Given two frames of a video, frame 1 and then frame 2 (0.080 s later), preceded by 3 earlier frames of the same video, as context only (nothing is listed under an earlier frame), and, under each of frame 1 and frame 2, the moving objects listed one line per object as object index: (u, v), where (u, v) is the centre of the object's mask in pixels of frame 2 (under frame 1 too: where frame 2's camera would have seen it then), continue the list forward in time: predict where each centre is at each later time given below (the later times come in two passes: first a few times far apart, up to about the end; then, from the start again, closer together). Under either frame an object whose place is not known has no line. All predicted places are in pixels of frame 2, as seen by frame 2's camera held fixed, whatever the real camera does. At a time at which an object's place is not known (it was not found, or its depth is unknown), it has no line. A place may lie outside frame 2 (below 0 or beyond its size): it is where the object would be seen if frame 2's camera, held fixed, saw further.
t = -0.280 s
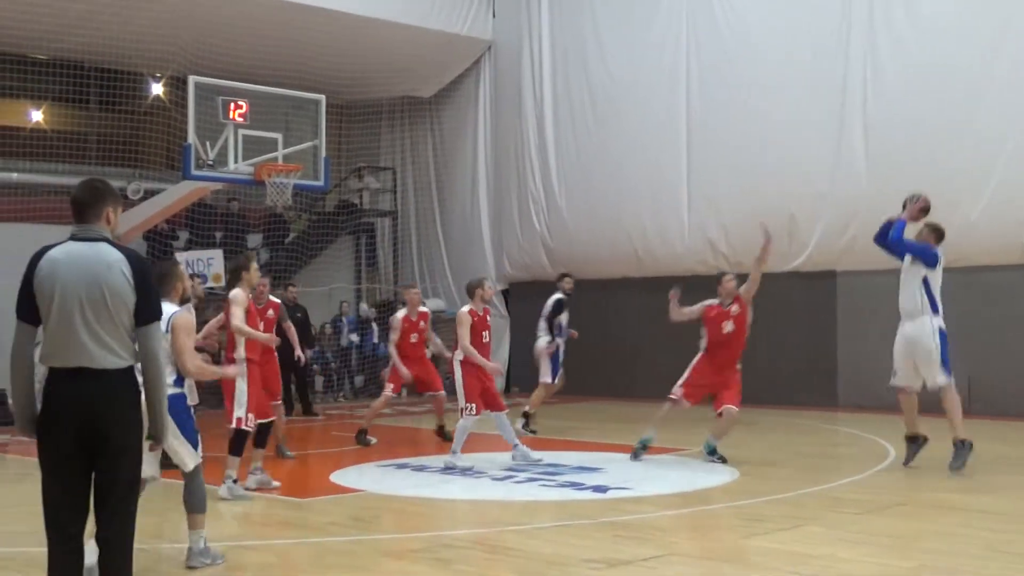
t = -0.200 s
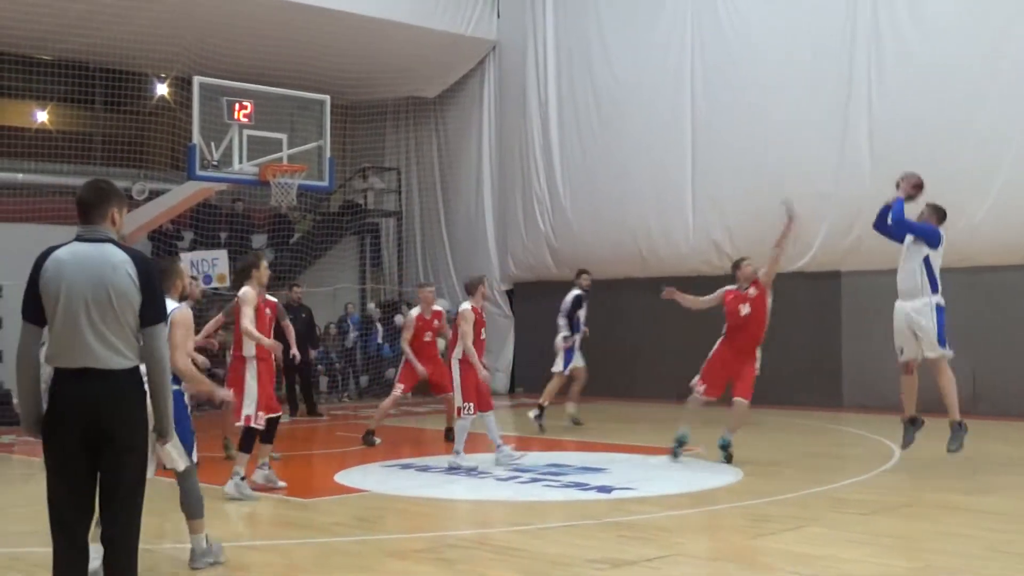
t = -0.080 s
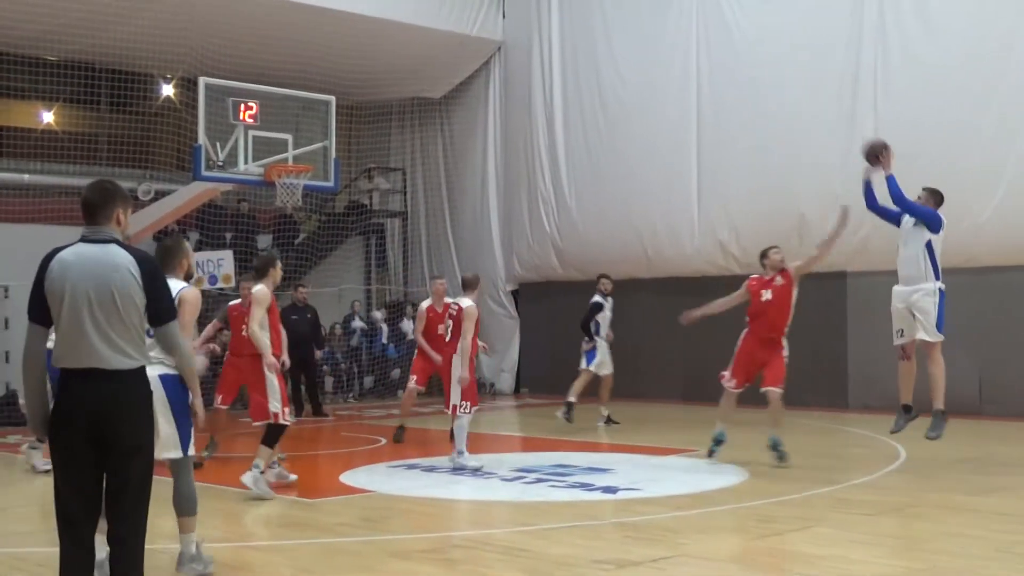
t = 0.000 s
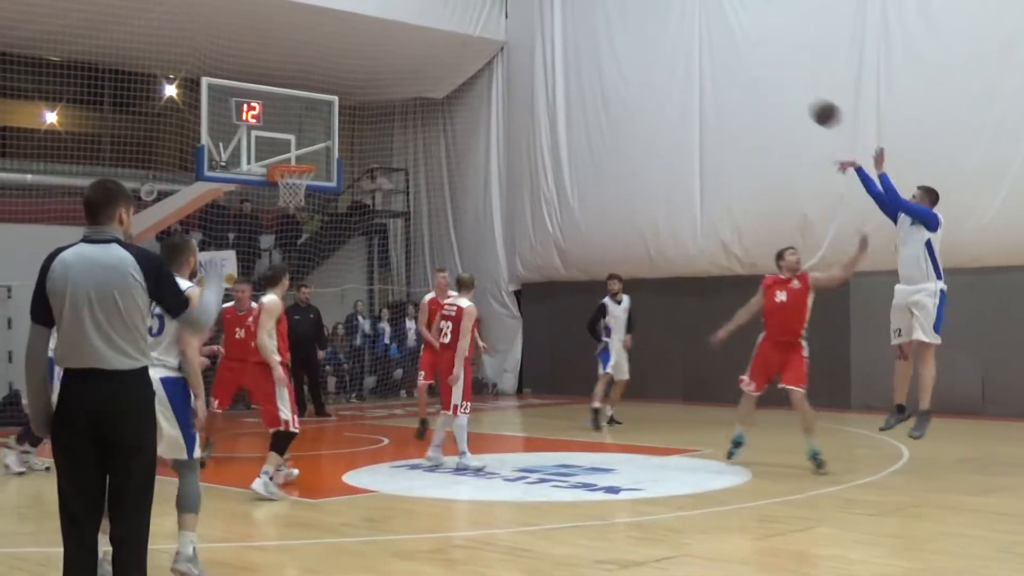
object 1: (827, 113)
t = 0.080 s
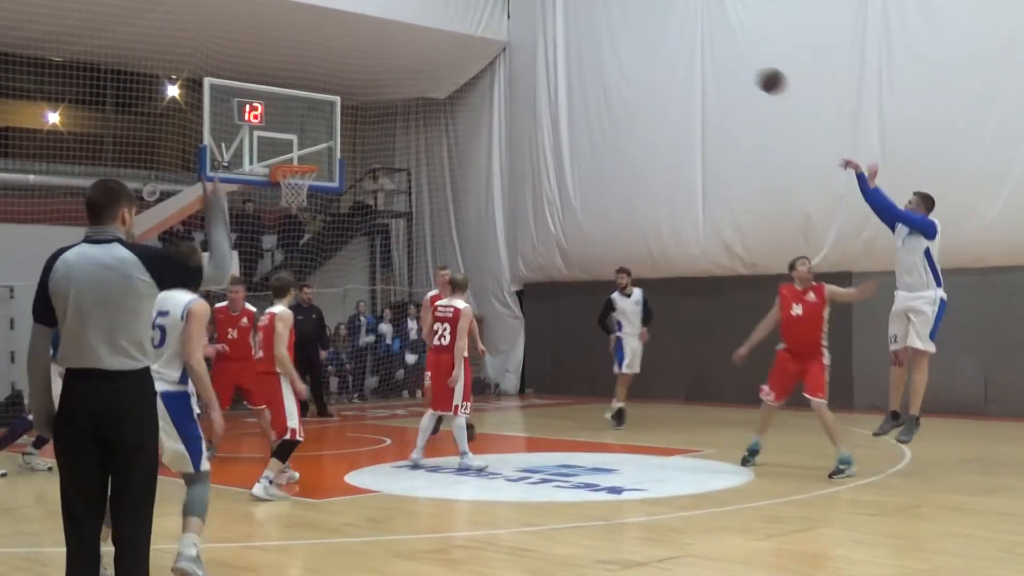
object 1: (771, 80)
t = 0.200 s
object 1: (691, 46)
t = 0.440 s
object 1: (546, 21)
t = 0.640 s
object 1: (439, 43)
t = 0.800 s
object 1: (359, 85)
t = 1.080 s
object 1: (297, 152)
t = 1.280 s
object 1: (351, 157)
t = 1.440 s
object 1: (395, 196)
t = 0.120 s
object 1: (744, 67)
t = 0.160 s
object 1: (717, 55)
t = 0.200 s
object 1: (691, 46)
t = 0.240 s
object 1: (666, 38)
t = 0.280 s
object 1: (642, 31)
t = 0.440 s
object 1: (546, 21)
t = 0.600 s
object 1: (460, 35)
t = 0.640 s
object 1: (439, 43)
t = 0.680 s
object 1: (419, 51)
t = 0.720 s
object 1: (398, 61)
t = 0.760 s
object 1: (379, 72)
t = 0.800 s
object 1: (359, 85)
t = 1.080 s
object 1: (297, 152)
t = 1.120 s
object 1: (308, 151)
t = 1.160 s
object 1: (319, 152)
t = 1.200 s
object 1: (329, 152)
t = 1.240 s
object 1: (338, 154)
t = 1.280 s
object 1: (351, 157)
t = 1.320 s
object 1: (362, 164)
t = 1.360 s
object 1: (373, 173)
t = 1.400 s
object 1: (384, 182)
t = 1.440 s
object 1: (395, 196)
